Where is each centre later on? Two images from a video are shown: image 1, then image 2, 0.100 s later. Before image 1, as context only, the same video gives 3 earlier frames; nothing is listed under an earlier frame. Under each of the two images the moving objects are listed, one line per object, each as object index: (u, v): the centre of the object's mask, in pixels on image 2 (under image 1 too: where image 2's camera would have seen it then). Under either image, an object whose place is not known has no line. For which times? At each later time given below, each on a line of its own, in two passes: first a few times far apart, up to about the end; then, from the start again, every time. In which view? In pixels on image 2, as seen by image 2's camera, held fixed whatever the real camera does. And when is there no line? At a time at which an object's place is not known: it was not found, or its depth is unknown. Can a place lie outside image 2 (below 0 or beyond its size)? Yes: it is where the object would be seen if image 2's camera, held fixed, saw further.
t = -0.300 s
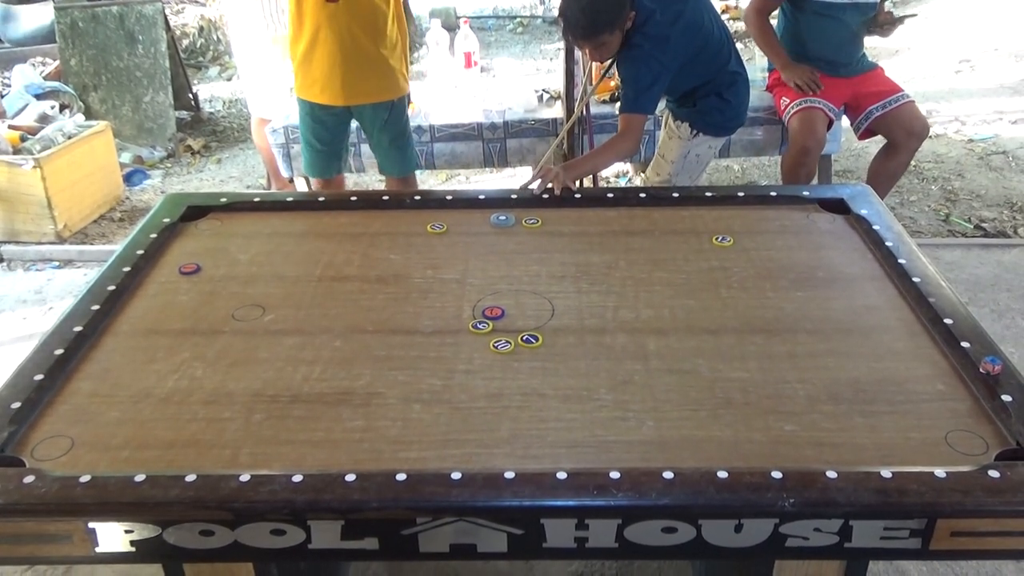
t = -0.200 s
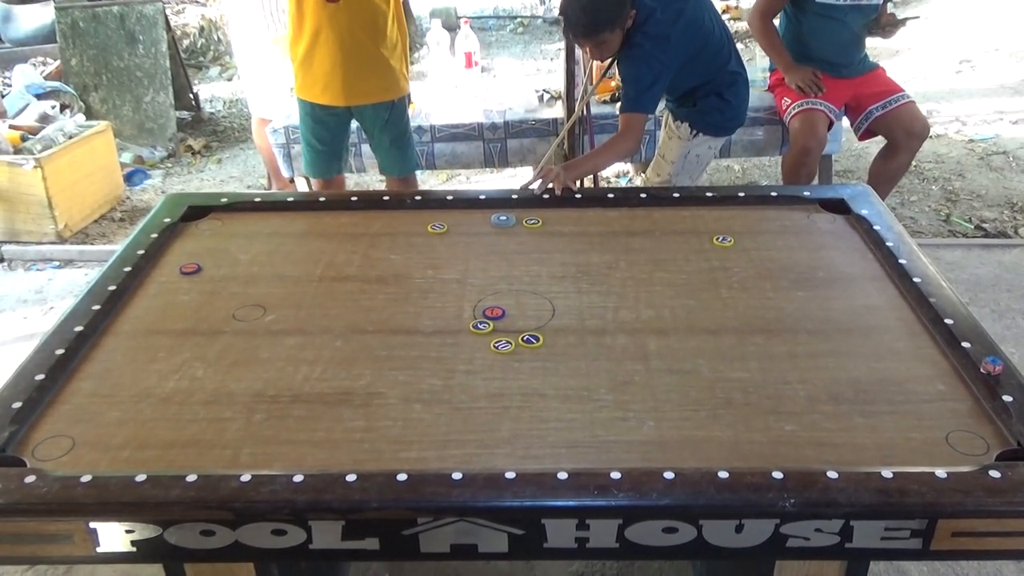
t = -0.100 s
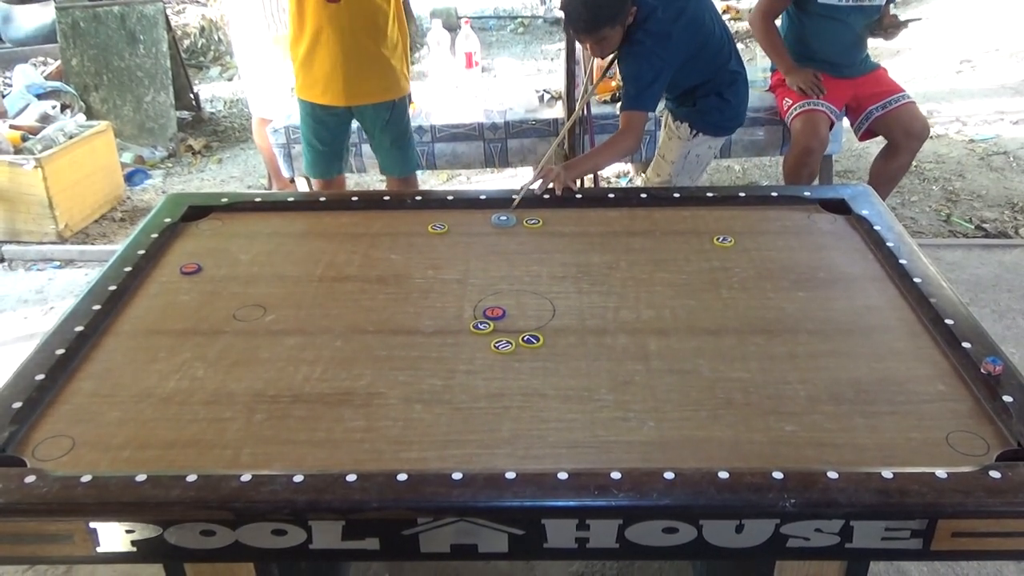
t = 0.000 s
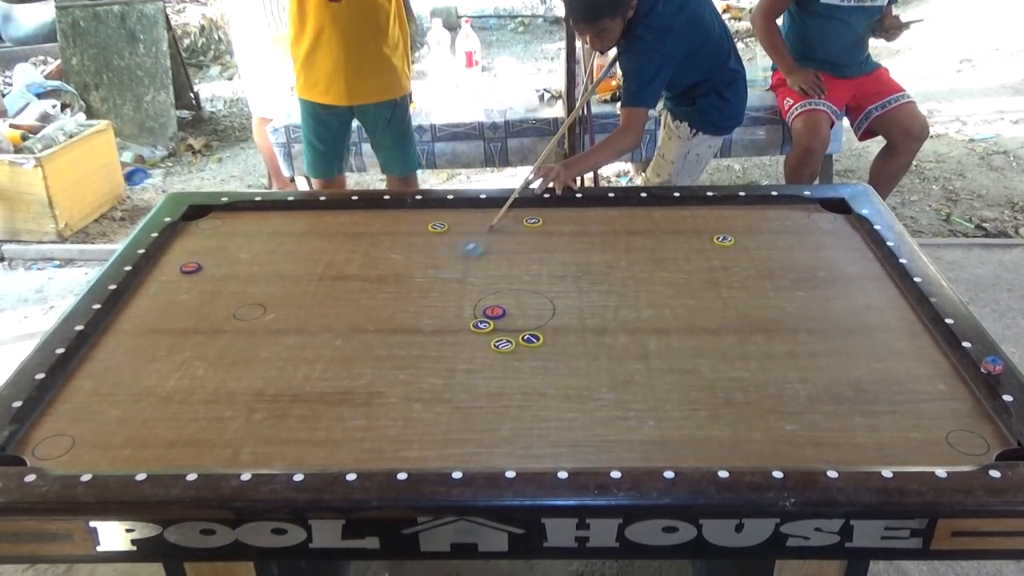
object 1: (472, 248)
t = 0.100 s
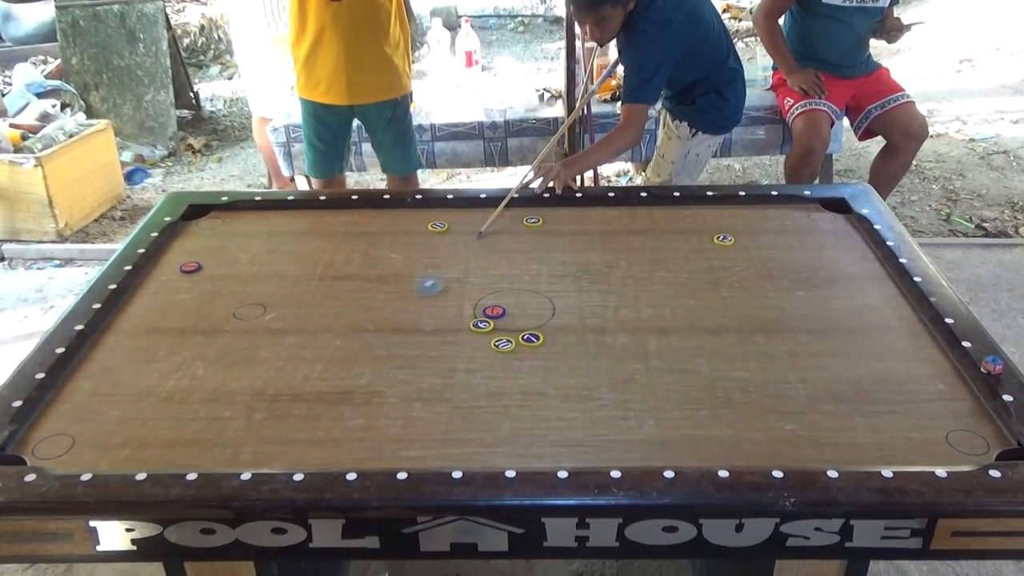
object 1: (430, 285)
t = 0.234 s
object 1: (366, 343)
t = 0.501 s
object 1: (226, 443)
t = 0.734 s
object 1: (196, 367)
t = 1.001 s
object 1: (171, 307)
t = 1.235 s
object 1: (159, 270)
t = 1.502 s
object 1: (196, 248)
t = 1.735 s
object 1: (215, 237)
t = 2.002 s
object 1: (226, 231)
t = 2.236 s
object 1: (224, 230)
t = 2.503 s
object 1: (225, 229)
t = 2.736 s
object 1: (225, 230)
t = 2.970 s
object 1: (224, 230)
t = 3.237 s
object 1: (224, 230)
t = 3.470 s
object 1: (224, 230)
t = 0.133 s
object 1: (414, 300)
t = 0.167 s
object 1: (399, 313)
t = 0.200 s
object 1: (384, 327)
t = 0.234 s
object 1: (366, 343)
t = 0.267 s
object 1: (349, 358)
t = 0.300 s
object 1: (331, 375)
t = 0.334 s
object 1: (312, 391)
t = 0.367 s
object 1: (293, 409)
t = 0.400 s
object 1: (272, 427)
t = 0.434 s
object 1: (251, 445)
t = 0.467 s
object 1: (233, 456)
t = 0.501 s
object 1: (226, 443)
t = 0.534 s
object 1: (222, 431)
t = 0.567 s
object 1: (216, 419)
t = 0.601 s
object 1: (212, 407)
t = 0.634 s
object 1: (208, 396)
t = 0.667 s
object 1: (204, 386)
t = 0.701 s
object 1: (199, 375)
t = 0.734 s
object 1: (196, 367)
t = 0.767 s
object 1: (192, 357)
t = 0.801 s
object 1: (189, 350)
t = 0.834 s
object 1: (186, 341)
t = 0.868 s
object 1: (182, 334)
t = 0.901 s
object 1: (179, 326)
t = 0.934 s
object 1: (176, 319)
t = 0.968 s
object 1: (174, 313)
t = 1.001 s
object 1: (171, 307)
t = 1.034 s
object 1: (169, 301)
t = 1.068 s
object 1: (166, 295)
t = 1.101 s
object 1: (165, 289)
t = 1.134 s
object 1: (162, 284)
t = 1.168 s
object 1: (160, 279)
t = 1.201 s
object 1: (158, 274)
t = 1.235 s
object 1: (159, 270)
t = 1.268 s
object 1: (164, 267)
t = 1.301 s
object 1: (169, 264)
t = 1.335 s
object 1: (175, 260)
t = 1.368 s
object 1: (179, 257)
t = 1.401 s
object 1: (185, 254)
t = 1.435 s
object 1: (189, 253)
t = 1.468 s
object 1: (192, 251)
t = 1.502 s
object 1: (196, 248)
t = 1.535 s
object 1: (200, 246)
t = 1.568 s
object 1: (202, 244)
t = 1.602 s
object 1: (205, 243)
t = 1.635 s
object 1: (208, 241)
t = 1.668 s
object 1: (211, 240)
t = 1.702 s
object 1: (213, 239)
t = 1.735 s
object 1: (215, 237)
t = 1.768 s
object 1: (217, 236)
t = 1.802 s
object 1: (219, 235)
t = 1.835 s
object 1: (220, 234)
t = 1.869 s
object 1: (222, 234)
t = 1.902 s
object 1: (223, 232)
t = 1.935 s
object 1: (224, 232)
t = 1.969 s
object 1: (225, 232)
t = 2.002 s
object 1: (226, 231)
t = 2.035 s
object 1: (226, 230)
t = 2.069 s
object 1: (226, 230)
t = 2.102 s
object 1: (226, 230)
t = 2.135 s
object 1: (226, 229)
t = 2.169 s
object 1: (225, 229)
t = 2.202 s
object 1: (225, 229)
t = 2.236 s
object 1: (224, 230)
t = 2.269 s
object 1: (224, 230)
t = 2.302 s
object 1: (225, 229)
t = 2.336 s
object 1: (225, 230)
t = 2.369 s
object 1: (225, 230)
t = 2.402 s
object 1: (225, 230)
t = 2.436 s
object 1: (224, 230)
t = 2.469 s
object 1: (224, 230)
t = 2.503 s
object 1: (225, 229)
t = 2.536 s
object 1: (225, 229)
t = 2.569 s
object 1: (224, 230)
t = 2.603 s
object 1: (225, 229)
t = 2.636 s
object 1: (225, 229)
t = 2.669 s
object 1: (224, 229)
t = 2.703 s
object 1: (225, 230)
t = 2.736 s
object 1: (225, 230)
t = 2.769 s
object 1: (225, 229)
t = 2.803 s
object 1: (224, 230)
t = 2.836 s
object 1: (224, 229)
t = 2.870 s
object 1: (224, 229)
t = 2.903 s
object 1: (224, 230)
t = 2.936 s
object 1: (224, 230)
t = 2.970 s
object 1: (224, 230)
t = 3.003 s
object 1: (224, 230)
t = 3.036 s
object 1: (225, 230)
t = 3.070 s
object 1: (224, 230)
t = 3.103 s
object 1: (224, 229)
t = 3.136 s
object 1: (224, 230)
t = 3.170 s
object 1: (224, 230)
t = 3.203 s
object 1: (224, 230)
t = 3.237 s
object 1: (224, 230)
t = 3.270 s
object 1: (224, 230)
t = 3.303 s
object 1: (224, 230)
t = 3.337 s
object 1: (224, 230)
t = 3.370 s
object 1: (224, 230)
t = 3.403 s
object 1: (224, 230)
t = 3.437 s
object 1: (224, 230)
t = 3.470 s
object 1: (224, 230)
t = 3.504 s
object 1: (224, 230)
